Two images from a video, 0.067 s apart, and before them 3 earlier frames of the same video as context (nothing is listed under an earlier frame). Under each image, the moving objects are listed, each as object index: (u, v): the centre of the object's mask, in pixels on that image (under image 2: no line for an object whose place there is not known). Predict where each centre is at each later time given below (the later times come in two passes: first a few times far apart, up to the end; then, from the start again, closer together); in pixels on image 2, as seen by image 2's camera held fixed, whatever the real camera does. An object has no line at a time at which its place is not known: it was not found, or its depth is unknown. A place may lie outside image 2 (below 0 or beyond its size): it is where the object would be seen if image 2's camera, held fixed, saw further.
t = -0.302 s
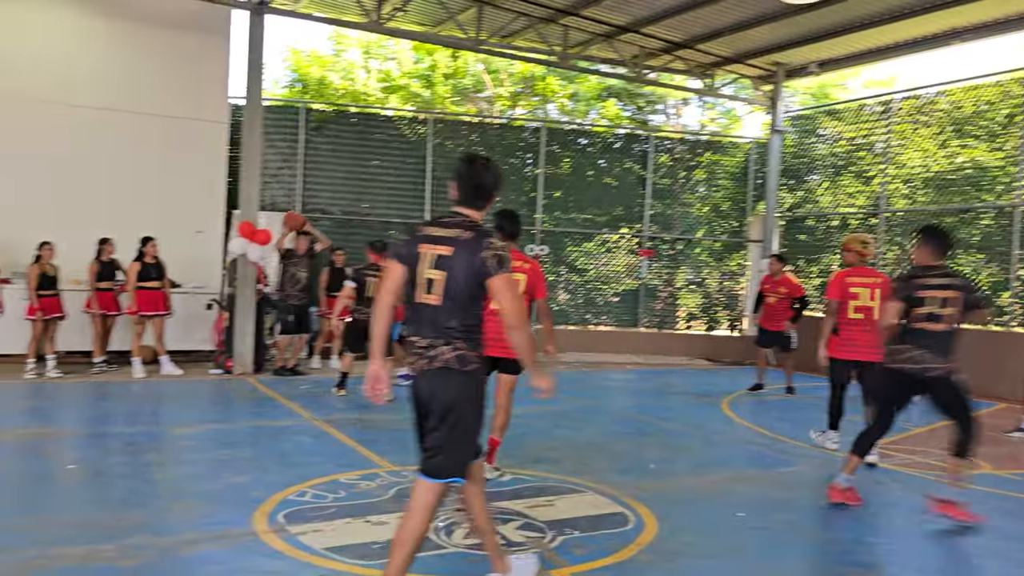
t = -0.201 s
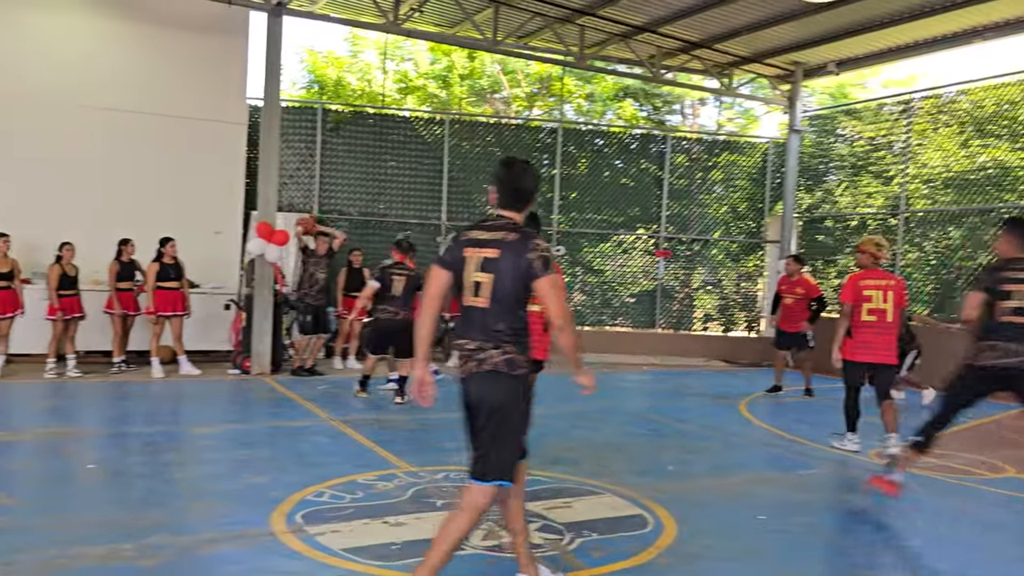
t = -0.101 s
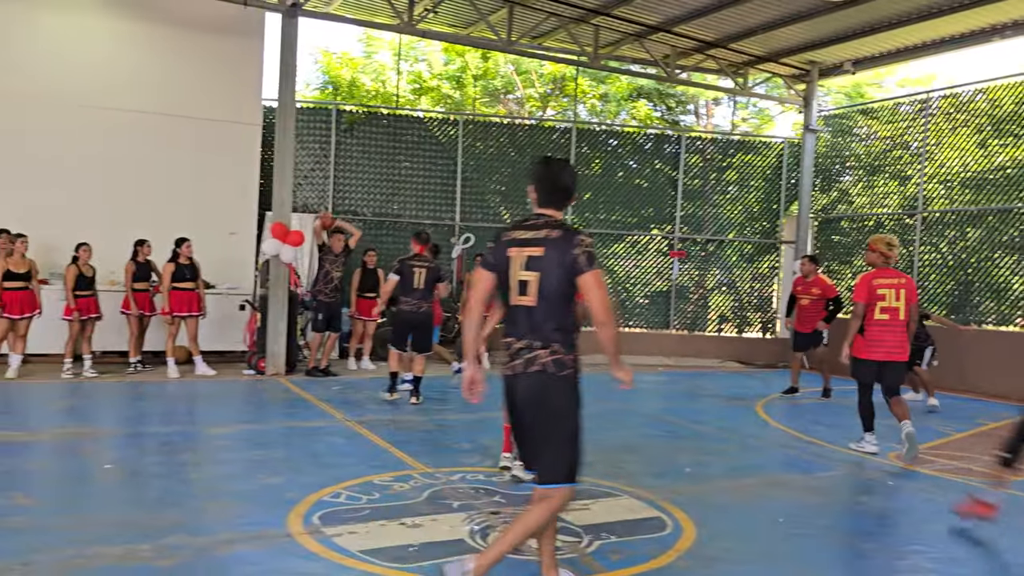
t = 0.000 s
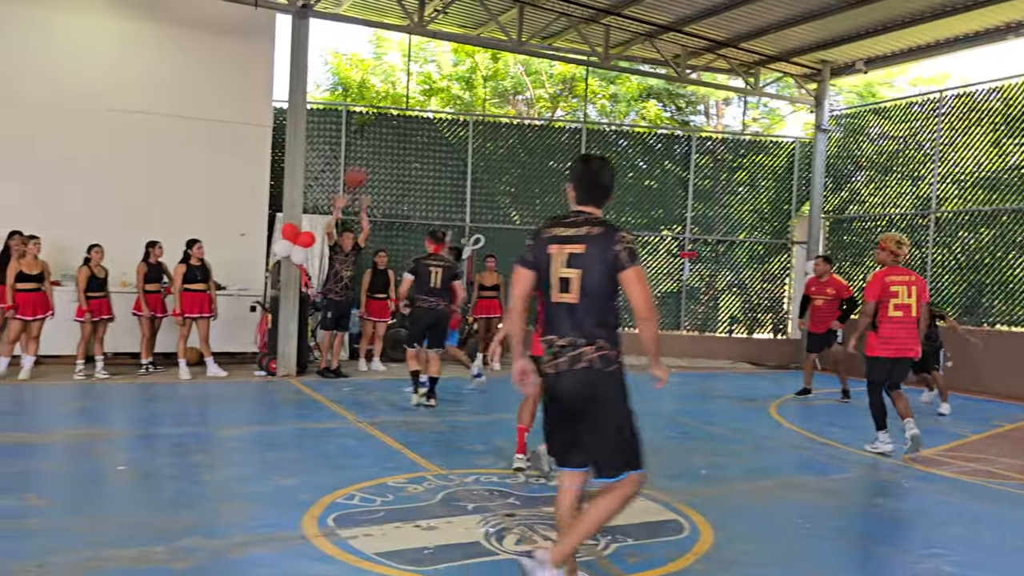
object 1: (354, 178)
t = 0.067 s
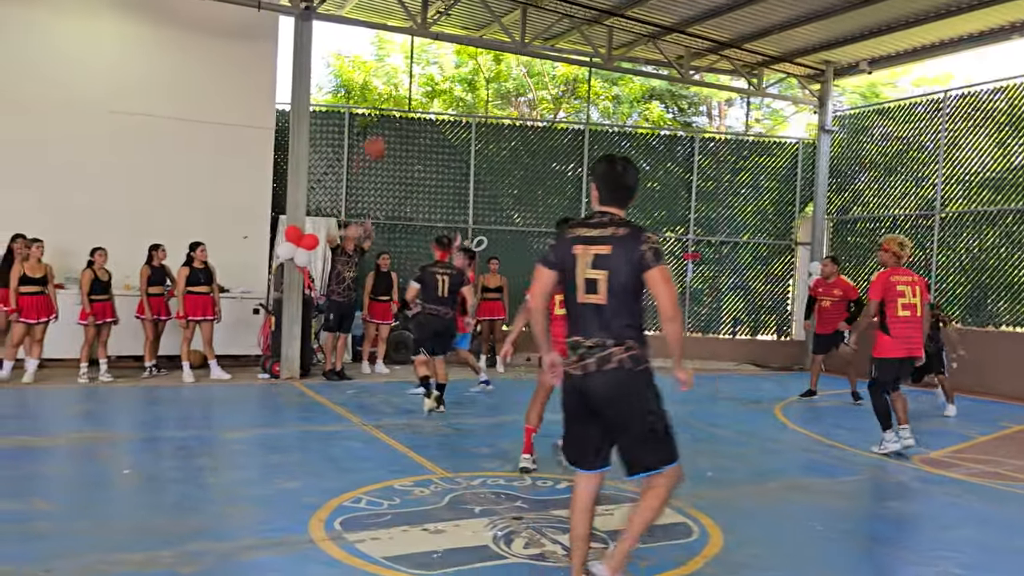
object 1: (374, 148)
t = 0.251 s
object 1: (432, 69)
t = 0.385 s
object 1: (489, 20)
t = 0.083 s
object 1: (379, 140)
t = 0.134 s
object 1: (393, 118)
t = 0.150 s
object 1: (398, 112)
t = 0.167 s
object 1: (403, 104)
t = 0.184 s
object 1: (409, 98)
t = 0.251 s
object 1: (432, 69)
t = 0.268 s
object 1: (438, 63)
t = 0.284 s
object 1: (445, 56)
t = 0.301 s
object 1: (452, 50)
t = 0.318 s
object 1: (459, 44)
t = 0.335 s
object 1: (465, 37)
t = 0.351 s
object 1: (474, 32)
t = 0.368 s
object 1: (481, 25)
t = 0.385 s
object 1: (489, 20)
